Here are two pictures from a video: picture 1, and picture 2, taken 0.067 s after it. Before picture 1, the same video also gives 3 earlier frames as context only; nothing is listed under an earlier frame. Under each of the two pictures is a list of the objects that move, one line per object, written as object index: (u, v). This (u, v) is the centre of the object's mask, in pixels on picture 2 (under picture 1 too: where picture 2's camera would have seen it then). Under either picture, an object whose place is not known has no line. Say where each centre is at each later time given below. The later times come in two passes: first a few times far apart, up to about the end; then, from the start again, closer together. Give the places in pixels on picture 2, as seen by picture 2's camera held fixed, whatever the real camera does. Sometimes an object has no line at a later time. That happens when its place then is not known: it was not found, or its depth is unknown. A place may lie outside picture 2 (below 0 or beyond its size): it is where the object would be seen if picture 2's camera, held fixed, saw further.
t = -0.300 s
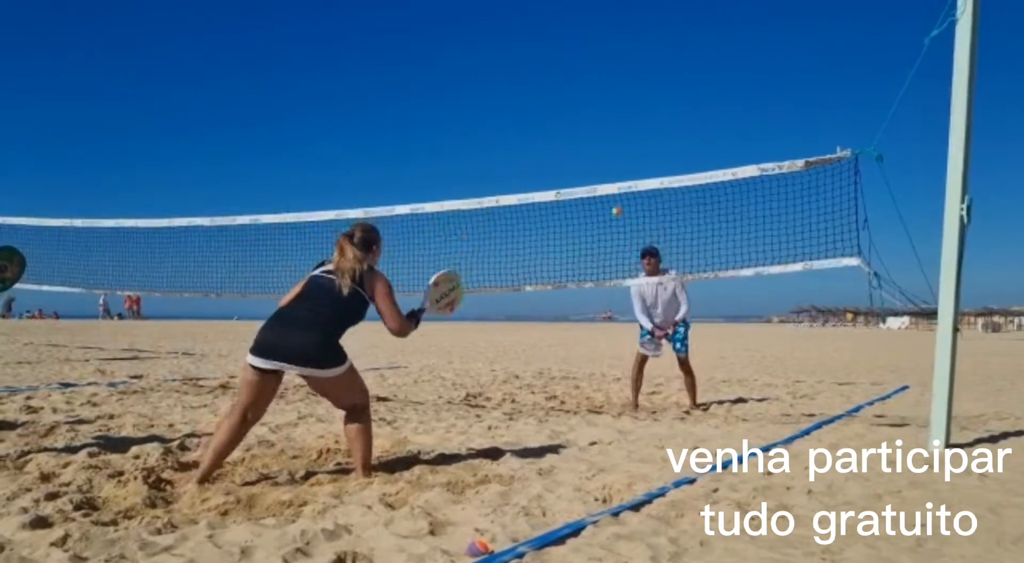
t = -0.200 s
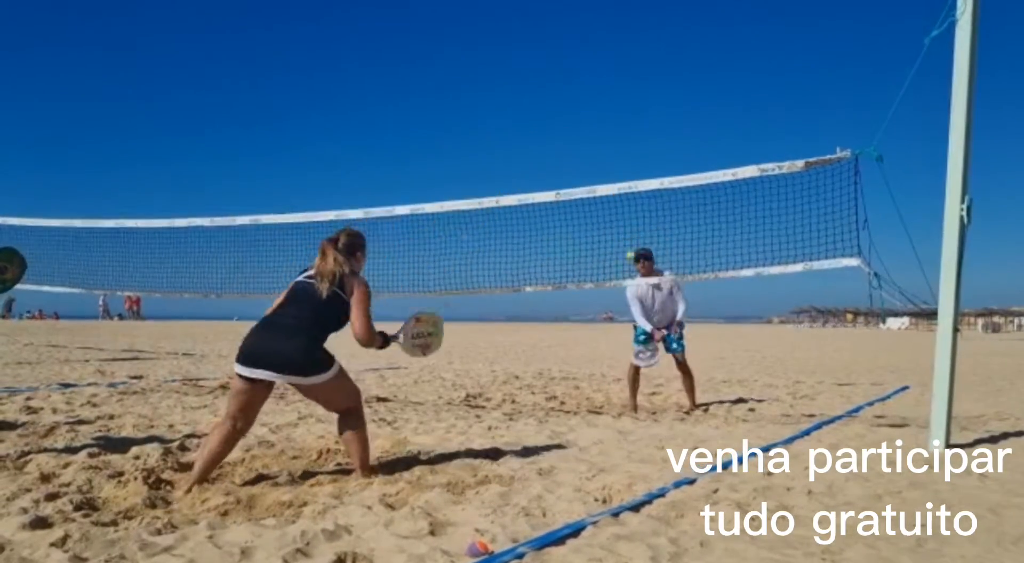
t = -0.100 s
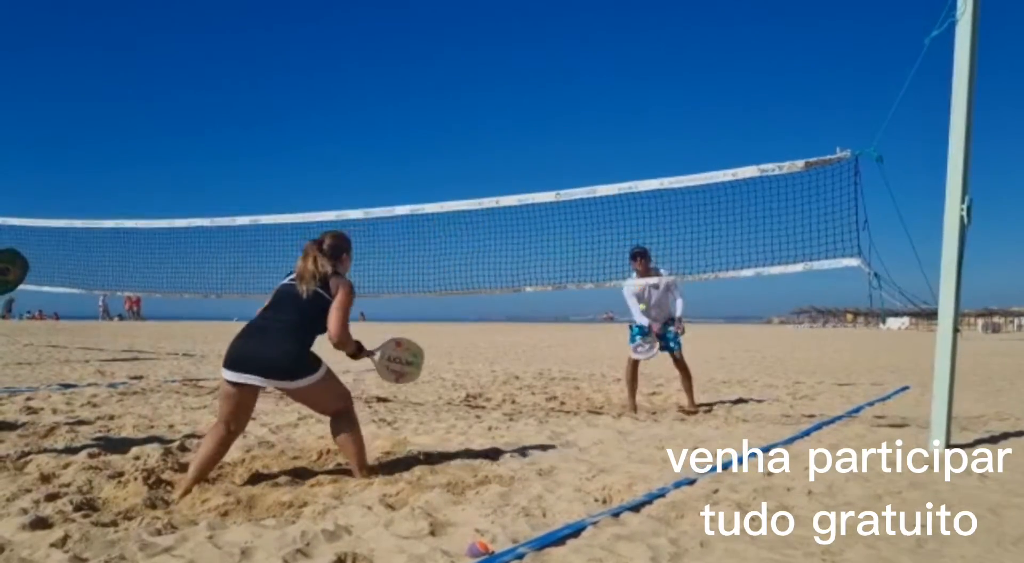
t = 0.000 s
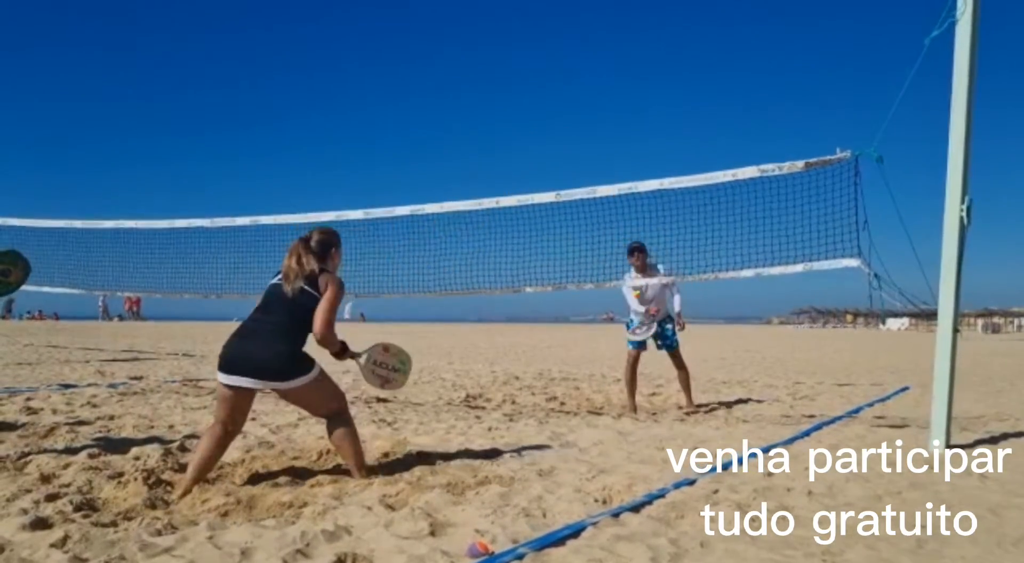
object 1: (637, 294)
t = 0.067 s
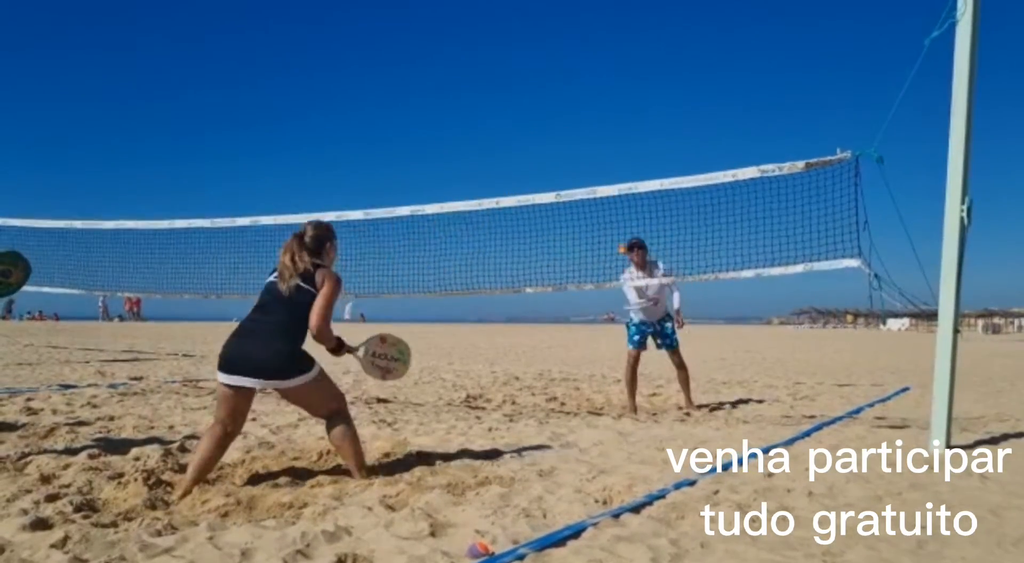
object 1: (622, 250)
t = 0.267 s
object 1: (573, 134)
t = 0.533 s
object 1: (495, 43)
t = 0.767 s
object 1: (409, 40)
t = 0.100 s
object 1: (614, 228)
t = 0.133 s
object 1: (606, 207)
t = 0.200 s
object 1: (590, 169)
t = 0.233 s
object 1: (582, 151)
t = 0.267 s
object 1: (573, 134)
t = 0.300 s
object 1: (565, 119)
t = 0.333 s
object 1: (556, 104)
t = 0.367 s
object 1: (546, 91)
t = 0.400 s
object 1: (536, 78)
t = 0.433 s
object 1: (527, 67)
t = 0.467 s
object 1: (517, 58)
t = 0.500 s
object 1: (505, 50)
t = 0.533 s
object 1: (495, 43)
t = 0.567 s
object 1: (484, 38)
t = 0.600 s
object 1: (473, 33)
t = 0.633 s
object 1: (461, 31)
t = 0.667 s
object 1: (448, 30)
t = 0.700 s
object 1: (436, 32)
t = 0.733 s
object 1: (423, 34)
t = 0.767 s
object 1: (409, 40)
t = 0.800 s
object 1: (395, 47)
